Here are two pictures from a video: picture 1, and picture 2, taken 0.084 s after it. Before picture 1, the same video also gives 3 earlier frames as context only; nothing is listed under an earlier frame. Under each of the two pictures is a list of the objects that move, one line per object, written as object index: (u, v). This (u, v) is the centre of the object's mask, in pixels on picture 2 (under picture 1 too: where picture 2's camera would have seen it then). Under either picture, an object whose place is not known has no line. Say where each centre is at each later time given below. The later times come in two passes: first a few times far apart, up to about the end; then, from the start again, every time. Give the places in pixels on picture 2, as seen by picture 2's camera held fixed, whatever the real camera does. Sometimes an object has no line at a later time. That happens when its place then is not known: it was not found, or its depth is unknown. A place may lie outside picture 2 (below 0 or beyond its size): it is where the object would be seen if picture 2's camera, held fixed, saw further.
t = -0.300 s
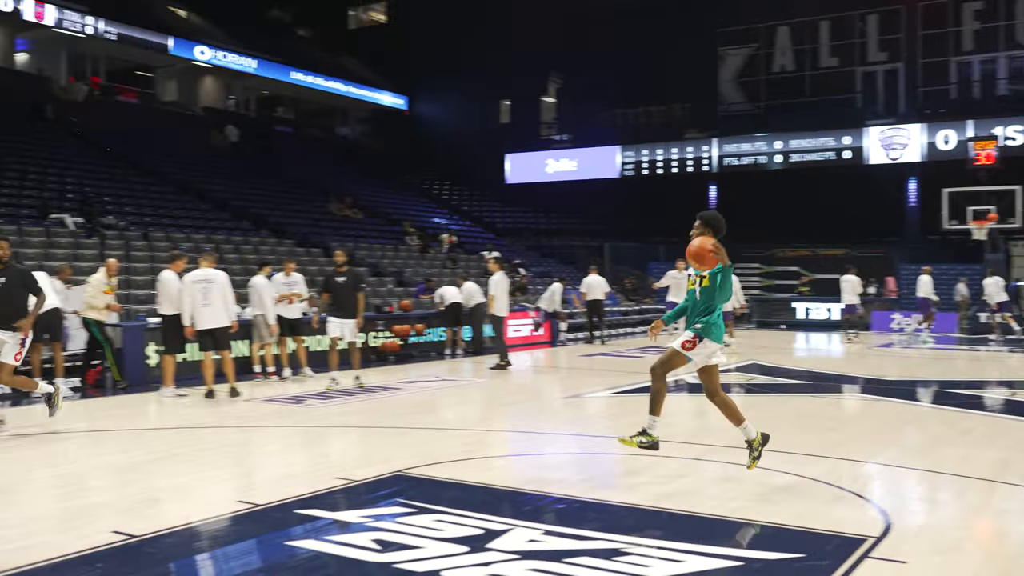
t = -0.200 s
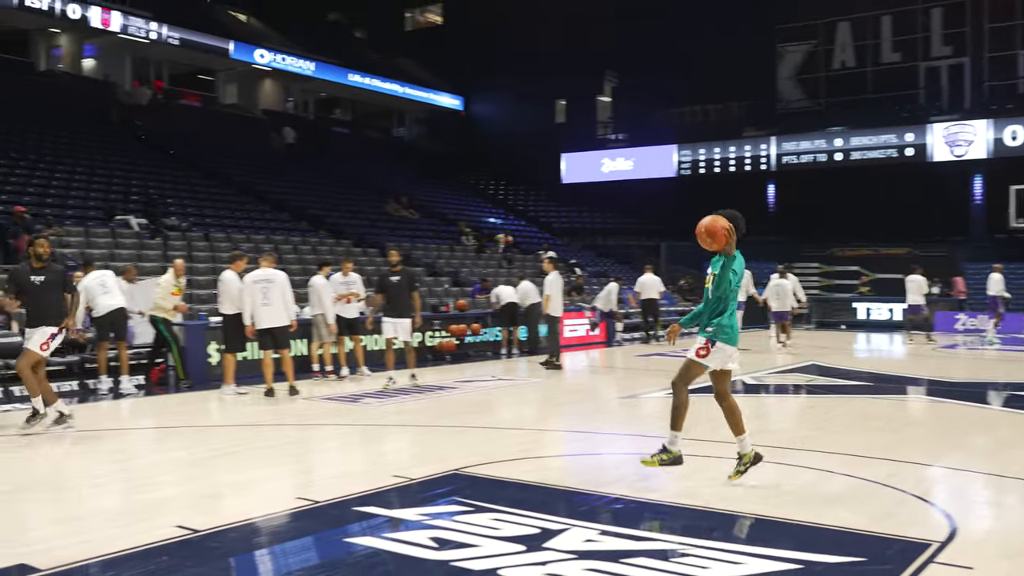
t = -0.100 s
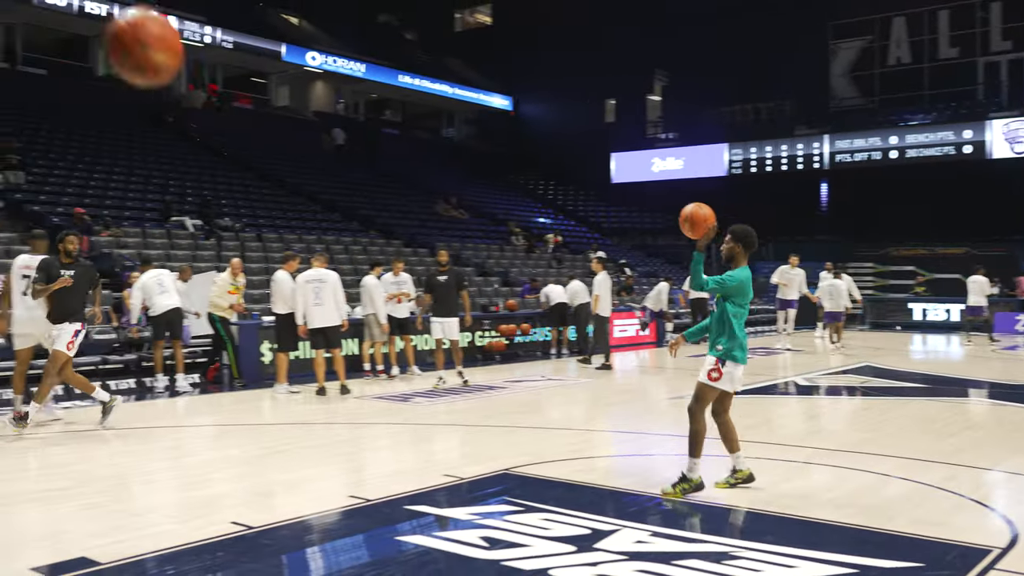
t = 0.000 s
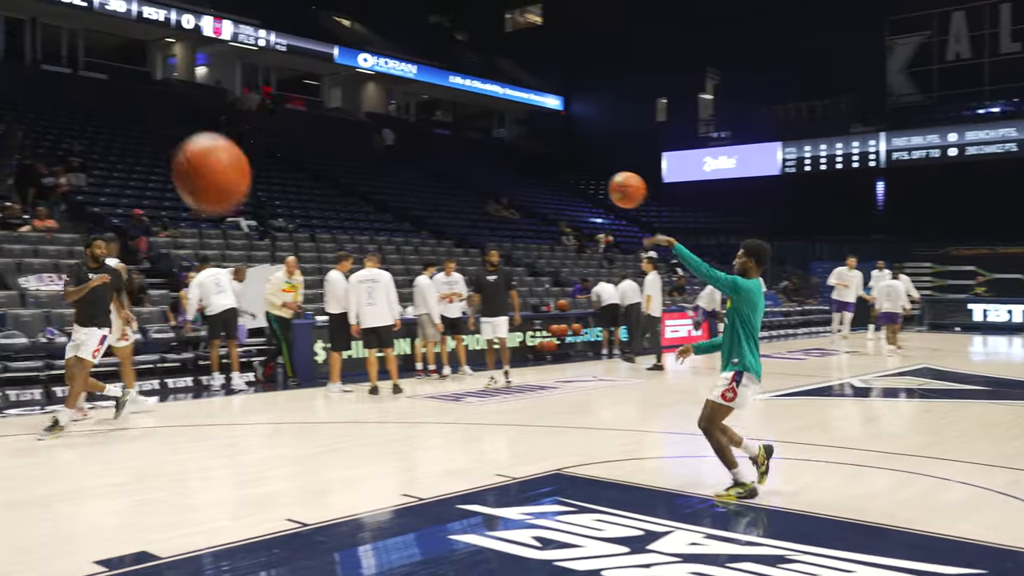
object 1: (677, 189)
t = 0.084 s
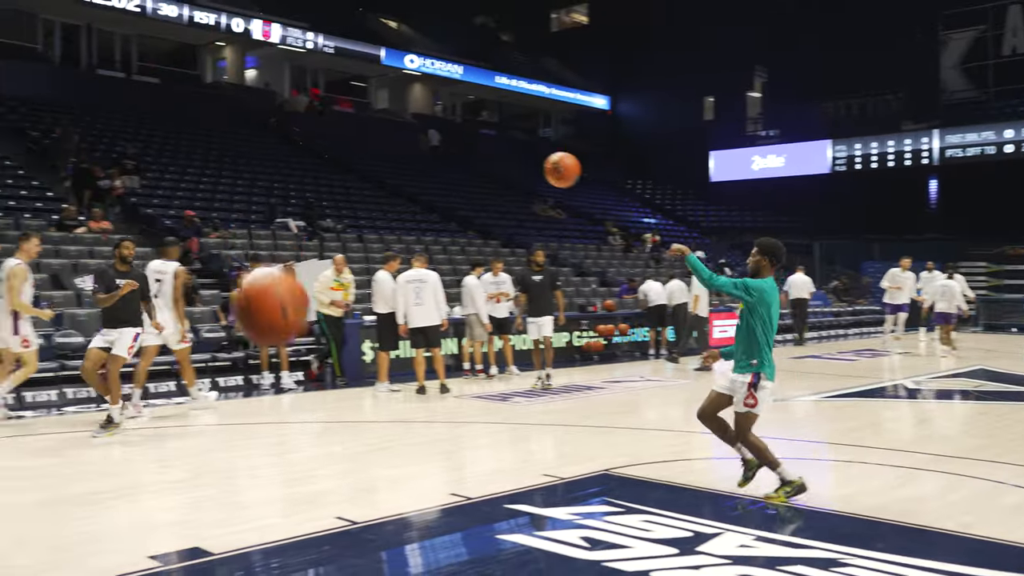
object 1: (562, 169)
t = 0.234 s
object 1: (382, 160)
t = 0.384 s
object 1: (222, 178)
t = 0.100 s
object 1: (541, 167)
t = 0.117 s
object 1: (520, 164)
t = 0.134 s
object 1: (499, 163)
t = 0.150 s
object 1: (478, 162)
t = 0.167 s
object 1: (458, 161)
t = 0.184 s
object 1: (438, 160)
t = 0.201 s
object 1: (419, 160)
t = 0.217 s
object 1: (400, 160)
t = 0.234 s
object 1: (382, 160)
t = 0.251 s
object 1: (363, 161)
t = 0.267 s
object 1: (344, 161)
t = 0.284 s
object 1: (326, 163)
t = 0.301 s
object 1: (308, 165)
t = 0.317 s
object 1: (291, 167)
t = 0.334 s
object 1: (273, 169)
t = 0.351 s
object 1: (256, 172)
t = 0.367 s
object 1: (239, 175)
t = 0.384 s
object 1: (222, 178)
